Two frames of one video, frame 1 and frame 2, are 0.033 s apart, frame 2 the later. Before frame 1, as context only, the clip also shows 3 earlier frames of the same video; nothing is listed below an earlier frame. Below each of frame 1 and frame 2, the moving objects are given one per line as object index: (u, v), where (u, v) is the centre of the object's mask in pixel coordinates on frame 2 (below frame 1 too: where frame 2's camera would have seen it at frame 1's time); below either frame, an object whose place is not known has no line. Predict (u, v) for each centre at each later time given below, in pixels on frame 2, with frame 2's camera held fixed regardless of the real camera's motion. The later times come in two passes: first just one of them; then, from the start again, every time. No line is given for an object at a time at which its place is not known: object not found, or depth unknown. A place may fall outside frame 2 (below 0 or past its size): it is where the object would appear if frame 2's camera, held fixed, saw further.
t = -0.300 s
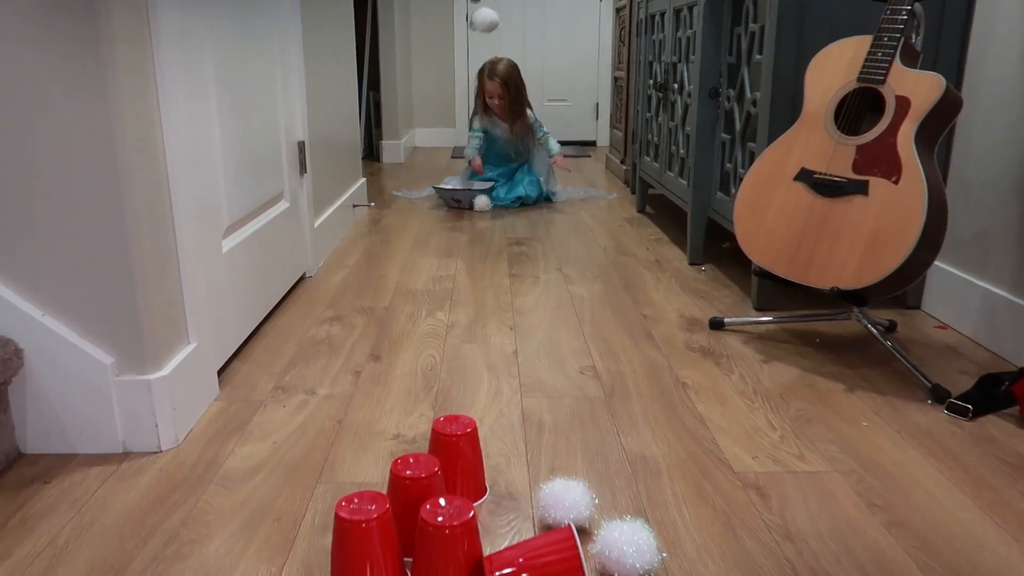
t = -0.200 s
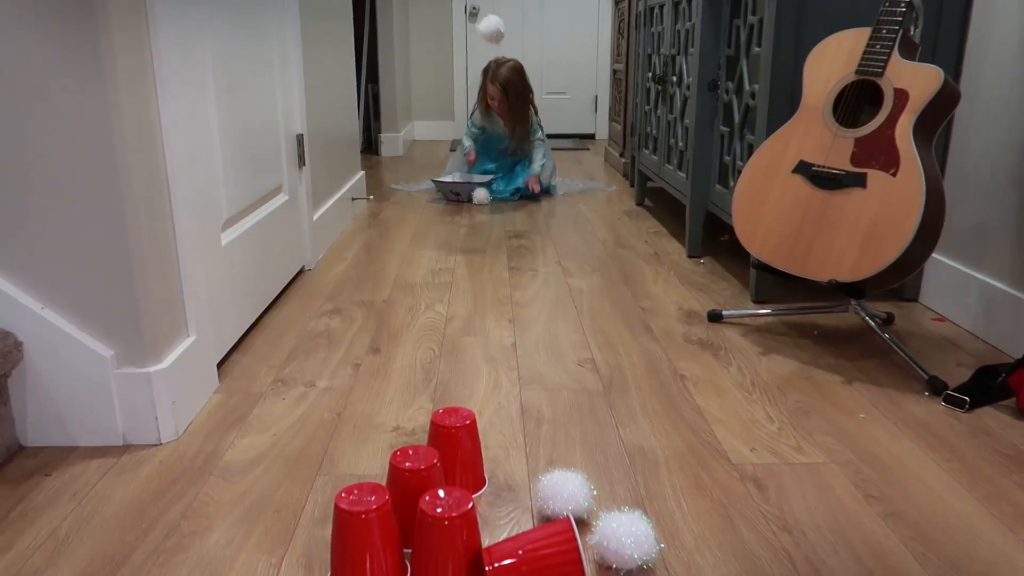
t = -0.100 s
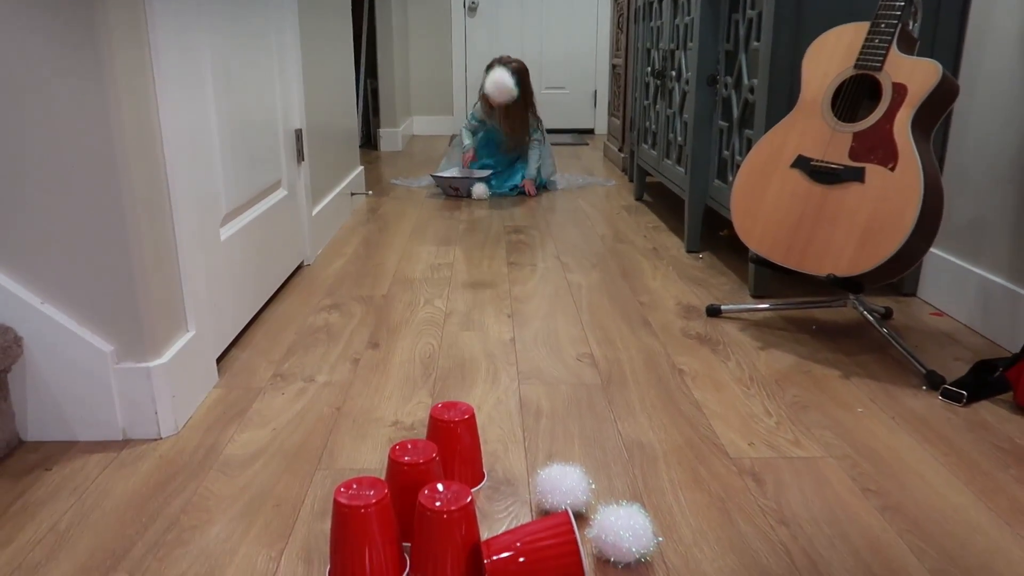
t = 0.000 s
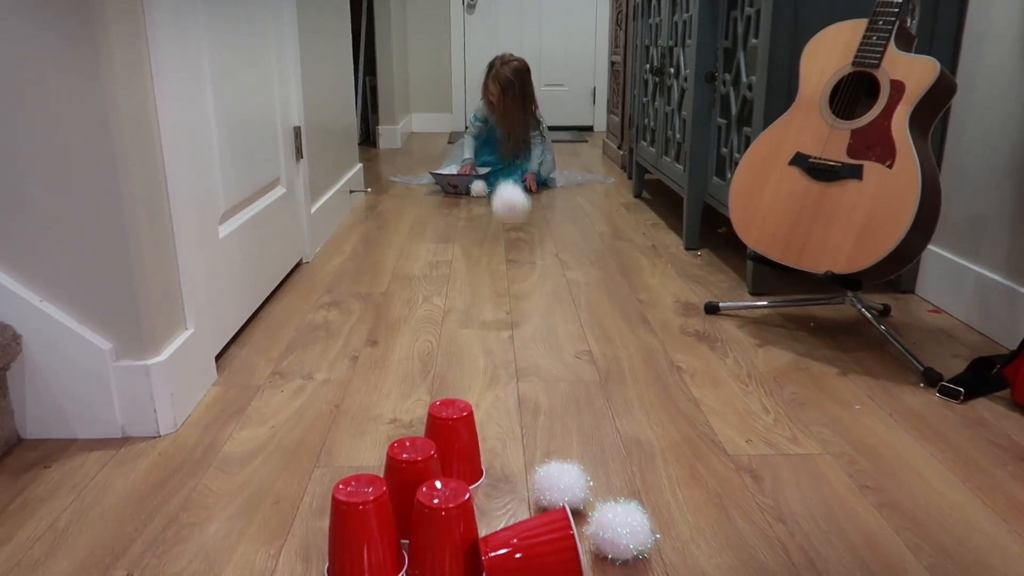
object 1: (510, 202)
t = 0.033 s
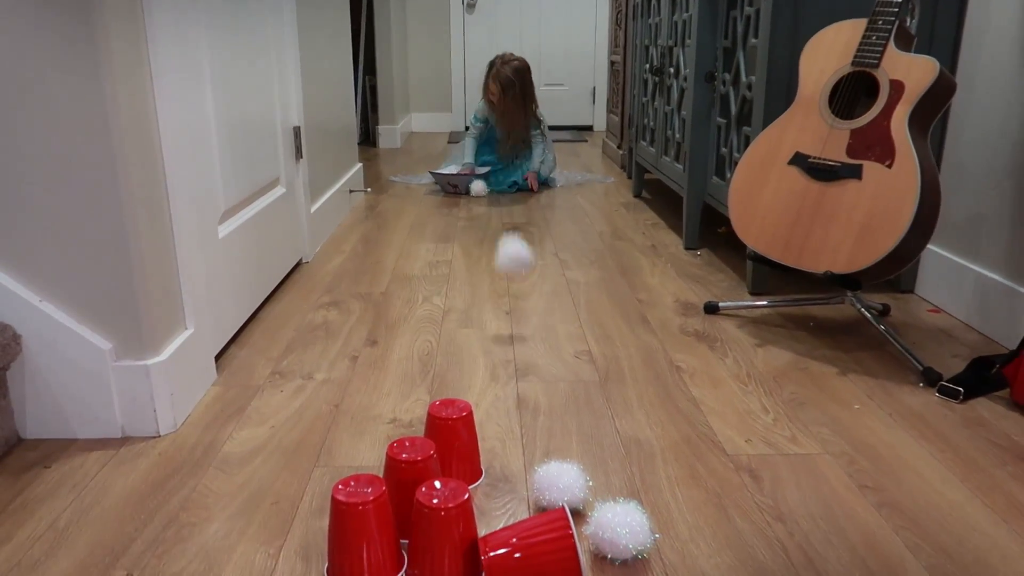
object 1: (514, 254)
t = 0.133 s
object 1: (532, 331)
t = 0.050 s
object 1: (517, 284)
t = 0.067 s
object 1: (519, 318)
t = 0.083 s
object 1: (521, 346)
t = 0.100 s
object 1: (524, 341)
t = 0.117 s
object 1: (529, 334)
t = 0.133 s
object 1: (532, 331)
